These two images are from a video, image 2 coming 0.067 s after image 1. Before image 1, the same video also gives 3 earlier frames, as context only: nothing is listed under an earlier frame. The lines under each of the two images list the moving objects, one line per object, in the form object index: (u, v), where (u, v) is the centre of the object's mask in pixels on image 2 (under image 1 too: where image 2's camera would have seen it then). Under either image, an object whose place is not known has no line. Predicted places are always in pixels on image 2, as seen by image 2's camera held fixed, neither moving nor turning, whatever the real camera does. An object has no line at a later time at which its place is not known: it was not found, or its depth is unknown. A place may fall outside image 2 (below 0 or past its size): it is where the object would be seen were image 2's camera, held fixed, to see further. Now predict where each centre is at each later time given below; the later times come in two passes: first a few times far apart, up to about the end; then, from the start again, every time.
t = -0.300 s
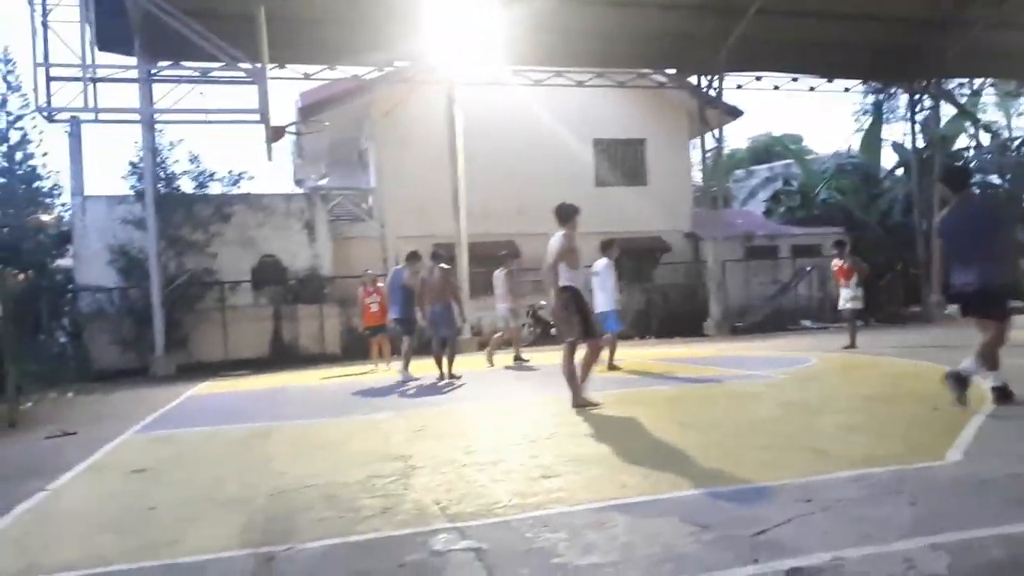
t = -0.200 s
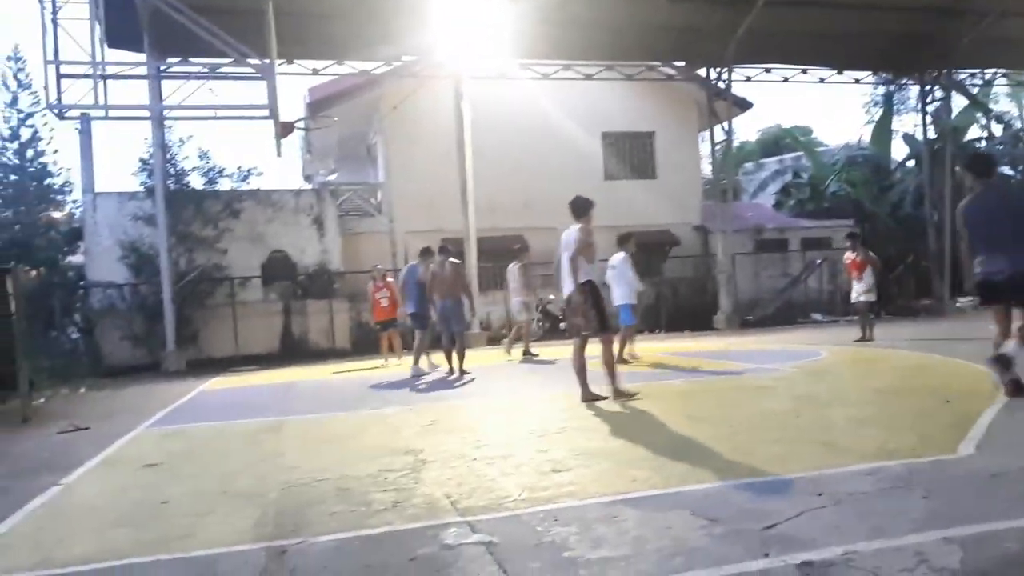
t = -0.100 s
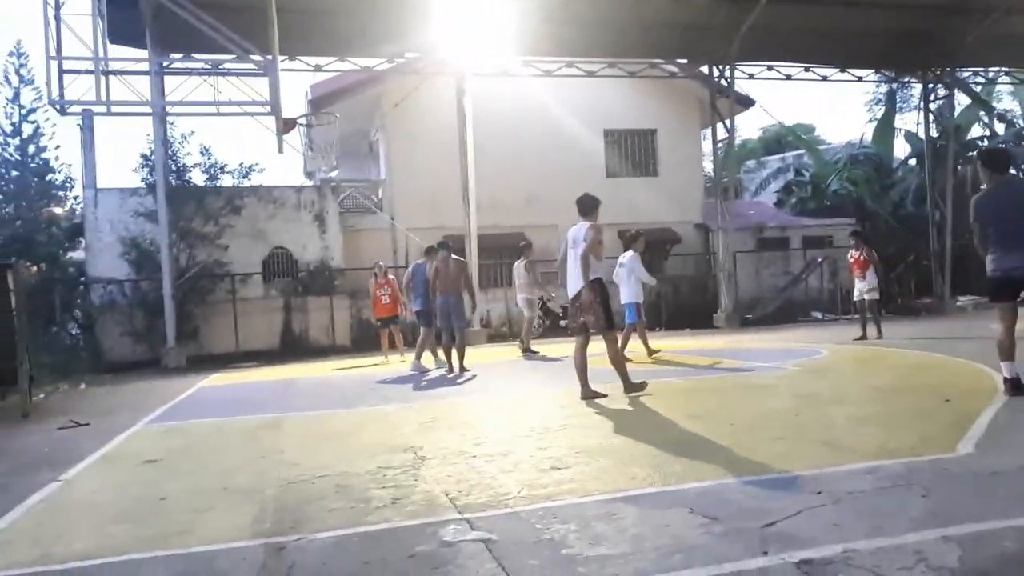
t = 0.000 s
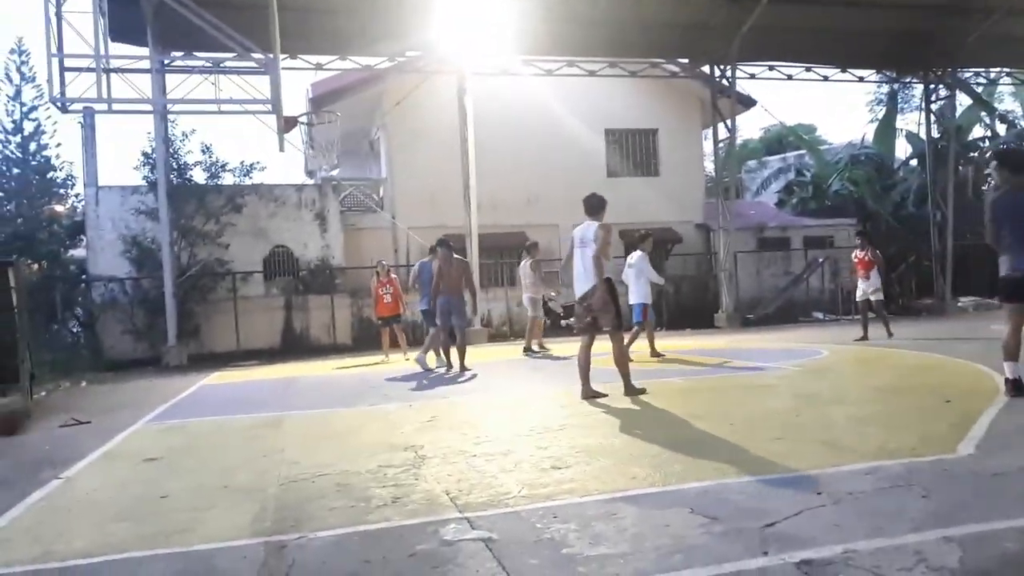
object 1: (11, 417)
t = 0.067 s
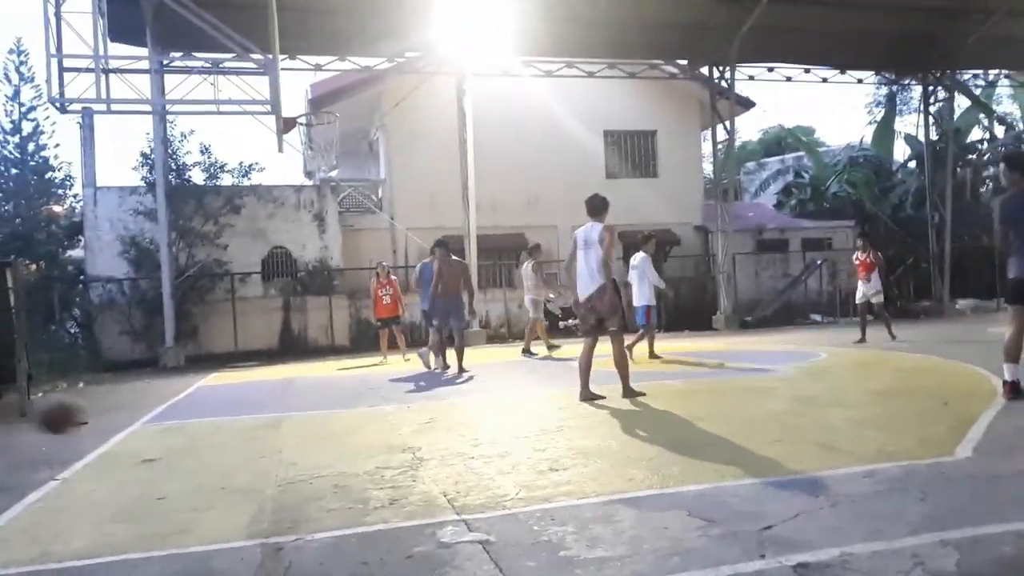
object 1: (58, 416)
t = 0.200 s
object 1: (165, 428)
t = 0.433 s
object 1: (308, 407)
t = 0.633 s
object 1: (415, 424)
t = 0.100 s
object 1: (85, 418)
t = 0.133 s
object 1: (113, 418)
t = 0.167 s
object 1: (139, 422)
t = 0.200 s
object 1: (165, 428)
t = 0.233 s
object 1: (193, 437)
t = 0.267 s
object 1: (217, 440)
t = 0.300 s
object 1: (235, 429)
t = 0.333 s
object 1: (255, 420)
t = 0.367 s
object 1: (272, 415)
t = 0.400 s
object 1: (289, 411)
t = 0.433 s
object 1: (308, 407)
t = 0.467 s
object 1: (326, 405)
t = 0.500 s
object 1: (345, 405)
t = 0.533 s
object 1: (361, 408)
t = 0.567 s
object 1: (380, 413)
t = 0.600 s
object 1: (397, 419)
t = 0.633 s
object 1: (415, 424)
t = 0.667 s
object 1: (431, 417)
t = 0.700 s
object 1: (447, 409)
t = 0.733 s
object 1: (464, 403)
